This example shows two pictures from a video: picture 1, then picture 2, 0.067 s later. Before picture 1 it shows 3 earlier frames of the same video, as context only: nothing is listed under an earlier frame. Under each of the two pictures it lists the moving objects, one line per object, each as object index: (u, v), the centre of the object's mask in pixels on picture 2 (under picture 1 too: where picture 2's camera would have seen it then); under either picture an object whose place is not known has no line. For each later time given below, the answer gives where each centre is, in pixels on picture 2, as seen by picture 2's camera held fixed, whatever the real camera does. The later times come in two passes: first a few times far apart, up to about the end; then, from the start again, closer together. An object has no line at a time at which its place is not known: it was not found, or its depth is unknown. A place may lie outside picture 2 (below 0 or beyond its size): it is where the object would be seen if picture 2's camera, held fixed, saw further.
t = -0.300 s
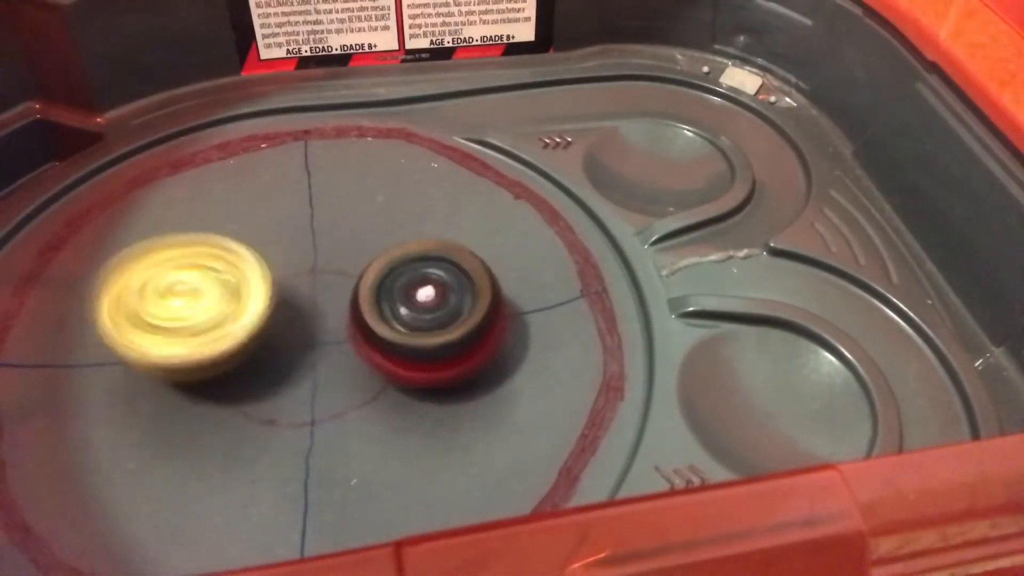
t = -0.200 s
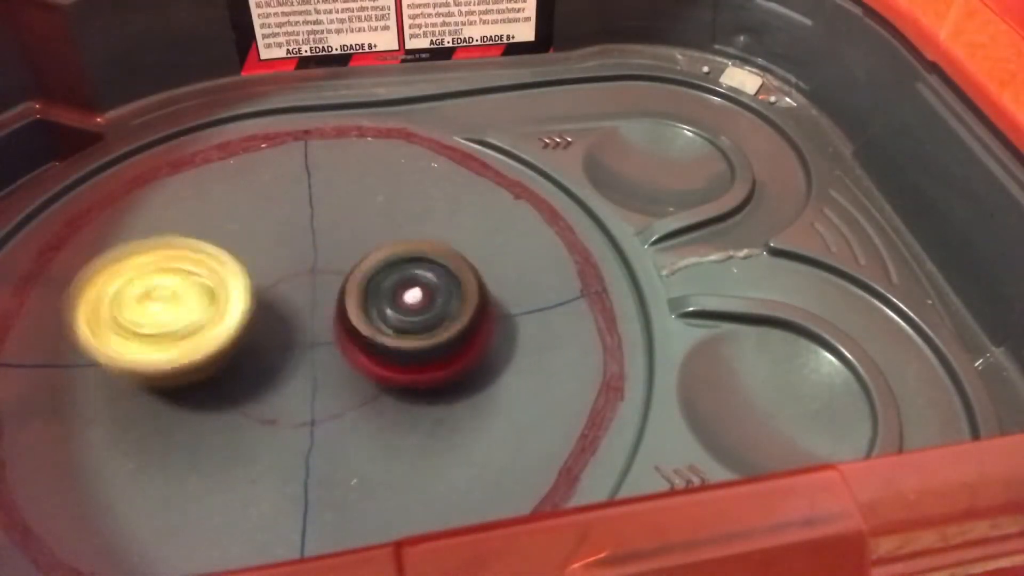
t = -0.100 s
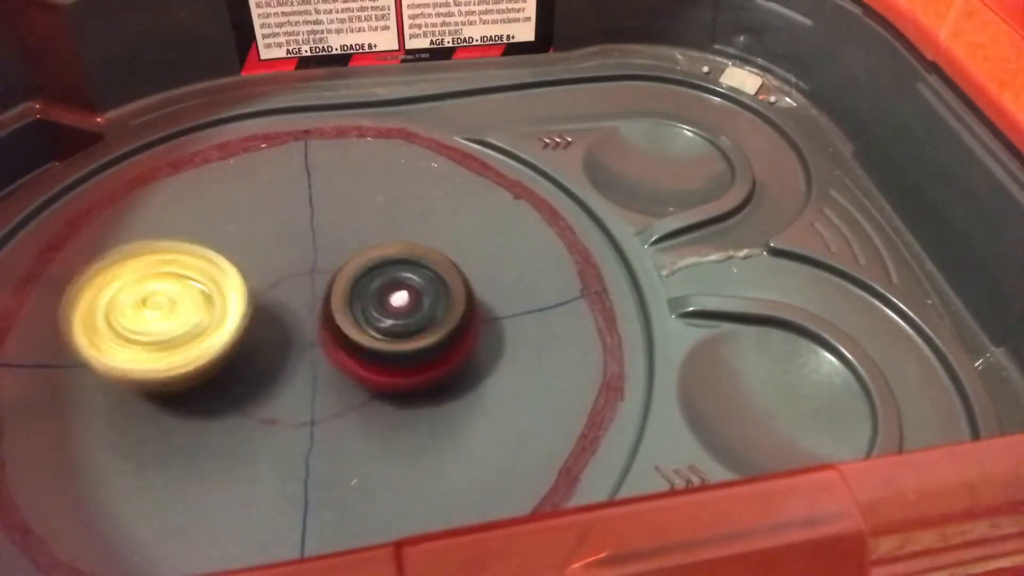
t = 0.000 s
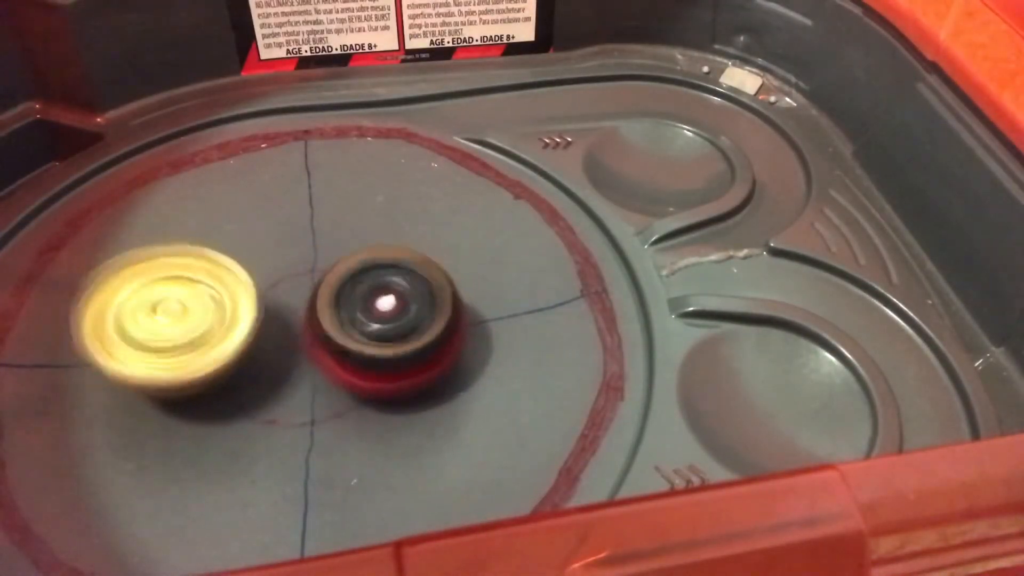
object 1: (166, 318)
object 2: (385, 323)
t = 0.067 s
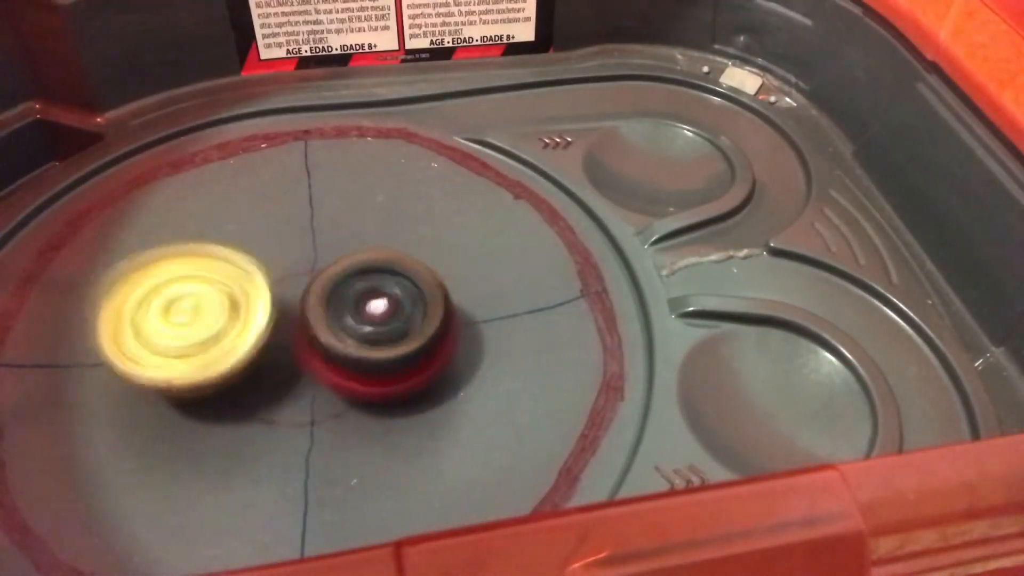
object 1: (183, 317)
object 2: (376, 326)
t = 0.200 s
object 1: (138, 296)
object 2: (453, 334)
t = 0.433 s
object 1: (130, 262)
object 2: (477, 330)
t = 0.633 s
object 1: (206, 244)
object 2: (473, 322)
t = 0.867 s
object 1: (269, 242)
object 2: (441, 308)
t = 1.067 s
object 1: (183, 209)
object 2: (542, 323)
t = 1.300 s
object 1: (158, 214)
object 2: (511, 338)
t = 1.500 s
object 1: (202, 263)
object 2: (469, 342)
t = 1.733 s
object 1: (188, 311)
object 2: (398, 337)
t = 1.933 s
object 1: (131, 296)
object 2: (398, 341)
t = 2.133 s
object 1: (182, 297)
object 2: (392, 344)
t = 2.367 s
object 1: (215, 272)
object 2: (436, 341)
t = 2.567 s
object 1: (229, 297)
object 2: (418, 339)
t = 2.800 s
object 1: (212, 314)
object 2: (407, 346)
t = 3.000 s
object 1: (174, 288)
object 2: (419, 341)
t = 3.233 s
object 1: (236, 288)
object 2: (407, 344)
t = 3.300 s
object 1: (251, 289)
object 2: (406, 343)
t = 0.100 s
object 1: (192, 315)
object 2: (373, 328)
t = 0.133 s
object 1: (173, 307)
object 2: (405, 334)
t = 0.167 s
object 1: (150, 300)
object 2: (431, 333)
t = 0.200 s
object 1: (138, 296)
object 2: (453, 334)
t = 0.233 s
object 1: (134, 291)
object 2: (465, 332)
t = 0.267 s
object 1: (130, 286)
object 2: (470, 330)
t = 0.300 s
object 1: (125, 283)
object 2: (471, 330)
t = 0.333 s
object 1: (124, 278)
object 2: (473, 330)
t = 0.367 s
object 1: (123, 274)
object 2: (475, 330)
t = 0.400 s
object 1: (125, 265)
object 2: (476, 330)
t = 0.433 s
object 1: (130, 262)
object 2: (477, 330)
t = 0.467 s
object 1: (139, 257)
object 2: (478, 329)
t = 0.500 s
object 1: (152, 253)
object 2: (479, 328)
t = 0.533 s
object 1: (161, 250)
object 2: (479, 327)
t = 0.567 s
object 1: (178, 247)
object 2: (478, 326)
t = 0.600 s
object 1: (190, 245)
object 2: (475, 324)
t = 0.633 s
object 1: (206, 244)
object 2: (473, 322)
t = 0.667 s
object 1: (220, 243)
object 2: (470, 321)
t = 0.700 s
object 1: (236, 244)
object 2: (465, 320)
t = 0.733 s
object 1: (248, 245)
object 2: (460, 318)
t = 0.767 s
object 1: (261, 247)
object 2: (453, 316)
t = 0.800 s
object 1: (272, 248)
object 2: (444, 313)
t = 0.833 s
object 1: (280, 251)
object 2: (431, 309)
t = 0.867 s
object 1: (269, 242)
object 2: (441, 308)
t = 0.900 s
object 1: (240, 231)
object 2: (478, 317)
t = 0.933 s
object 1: (221, 223)
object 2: (508, 321)
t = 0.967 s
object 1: (203, 217)
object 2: (529, 321)
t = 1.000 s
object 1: (195, 213)
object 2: (539, 322)
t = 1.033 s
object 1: (189, 211)
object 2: (543, 323)
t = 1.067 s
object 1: (183, 209)
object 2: (542, 323)
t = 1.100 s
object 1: (172, 207)
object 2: (539, 326)
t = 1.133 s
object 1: (166, 204)
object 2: (536, 328)
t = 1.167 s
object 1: (158, 202)
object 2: (531, 331)
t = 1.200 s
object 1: (157, 201)
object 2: (526, 333)
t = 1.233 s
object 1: (154, 204)
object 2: (521, 334)
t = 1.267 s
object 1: (158, 207)
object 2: (516, 336)
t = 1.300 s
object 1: (158, 214)
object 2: (511, 338)
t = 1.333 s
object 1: (164, 217)
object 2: (506, 339)
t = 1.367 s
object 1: (171, 226)
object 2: (501, 341)
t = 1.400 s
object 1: (178, 235)
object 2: (496, 341)
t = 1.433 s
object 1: (188, 244)
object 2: (490, 343)
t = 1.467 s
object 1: (194, 253)
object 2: (480, 343)
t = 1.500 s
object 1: (202, 263)
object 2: (469, 342)
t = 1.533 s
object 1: (207, 271)
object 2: (457, 340)
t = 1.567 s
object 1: (213, 280)
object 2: (442, 338)
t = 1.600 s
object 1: (215, 288)
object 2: (426, 336)
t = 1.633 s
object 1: (220, 295)
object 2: (409, 334)
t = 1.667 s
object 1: (221, 304)
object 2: (391, 333)
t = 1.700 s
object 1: (210, 309)
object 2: (385, 334)
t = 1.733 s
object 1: (188, 311)
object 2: (398, 337)
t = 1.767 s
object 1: (162, 308)
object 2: (403, 336)
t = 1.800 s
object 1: (148, 306)
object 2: (403, 335)
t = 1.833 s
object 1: (137, 304)
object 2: (401, 336)
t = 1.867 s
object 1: (131, 300)
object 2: (399, 338)
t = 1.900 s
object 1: (128, 299)
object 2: (398, 340)
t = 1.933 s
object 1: (131, 296)
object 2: (398, 341)
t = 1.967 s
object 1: (137, 293)
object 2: (397, 341)
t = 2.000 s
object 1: (145, 291)
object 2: (397, 342)
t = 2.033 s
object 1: (155, 291)
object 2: (396, 343)
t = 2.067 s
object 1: (161, 293)
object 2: (395, 344)
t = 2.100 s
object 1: (173, 296)
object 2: (393, 344)
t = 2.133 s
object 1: (182, 297)
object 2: (392, 344)
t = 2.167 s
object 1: (195, 297)
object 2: (391, 345)
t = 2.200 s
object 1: (211, 299)
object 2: (389, 345)
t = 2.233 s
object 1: (218, 295)
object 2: (392, 346)
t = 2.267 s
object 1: (215, 281)
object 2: (410, 348)
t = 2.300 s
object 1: (210, 281)
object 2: (425, 349)
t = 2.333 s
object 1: (208, 275)
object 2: (433, 346)
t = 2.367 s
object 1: (215, 272)
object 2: (436, 341)
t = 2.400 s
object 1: (219, 276)
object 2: (433, 338)
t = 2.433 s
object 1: (219, 281)
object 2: (430, 338)
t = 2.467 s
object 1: (222, 283)
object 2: (426, 338)
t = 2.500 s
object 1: (223, 290)
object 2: (424, 338)
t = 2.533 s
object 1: (226, 294)
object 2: (421, 338)
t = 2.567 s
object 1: (229, 297)
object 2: (418, 339)
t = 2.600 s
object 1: (227, 303)
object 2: (415, 340)
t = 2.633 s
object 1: (229, 305)
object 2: (413, 340)
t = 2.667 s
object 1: (232, 306)
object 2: (409, 340)
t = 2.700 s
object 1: (229, 311)
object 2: (406, 341)
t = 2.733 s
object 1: (227, 311)
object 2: (402, 342)
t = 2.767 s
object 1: (228, 312)
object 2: (398, 342)
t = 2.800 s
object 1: (212, 314)
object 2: (407, 346)
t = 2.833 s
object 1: (189, 313)
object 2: (419, 347)
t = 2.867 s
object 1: (173, 307)
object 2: (425, 345)
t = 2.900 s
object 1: (161, 304)
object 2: (424, 341)
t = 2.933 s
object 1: (167, 291)
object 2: (420, 340)
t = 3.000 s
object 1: (174, 288)
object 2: (419, 341)
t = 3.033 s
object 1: (183, 287)
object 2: (417, 341)
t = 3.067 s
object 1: (189, 286)
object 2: (416, 342)
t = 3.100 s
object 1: (198, 290)
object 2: (414, 342)
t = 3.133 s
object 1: (207, 290)
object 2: (412, 342)
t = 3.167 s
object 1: (216, 289)
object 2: (411, 343)
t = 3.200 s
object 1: (226, 289)
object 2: (410, 344)
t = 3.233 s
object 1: (236, 288)
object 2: (407, 344)
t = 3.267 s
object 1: (246, 289)
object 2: (404, 344)
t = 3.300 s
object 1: (251, 289)
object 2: (406, 343)
